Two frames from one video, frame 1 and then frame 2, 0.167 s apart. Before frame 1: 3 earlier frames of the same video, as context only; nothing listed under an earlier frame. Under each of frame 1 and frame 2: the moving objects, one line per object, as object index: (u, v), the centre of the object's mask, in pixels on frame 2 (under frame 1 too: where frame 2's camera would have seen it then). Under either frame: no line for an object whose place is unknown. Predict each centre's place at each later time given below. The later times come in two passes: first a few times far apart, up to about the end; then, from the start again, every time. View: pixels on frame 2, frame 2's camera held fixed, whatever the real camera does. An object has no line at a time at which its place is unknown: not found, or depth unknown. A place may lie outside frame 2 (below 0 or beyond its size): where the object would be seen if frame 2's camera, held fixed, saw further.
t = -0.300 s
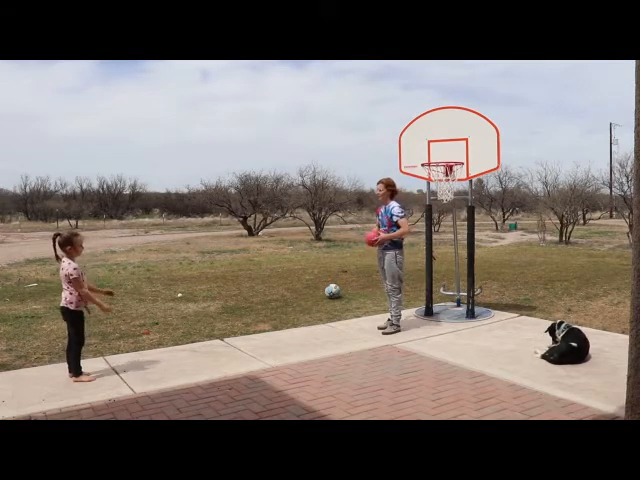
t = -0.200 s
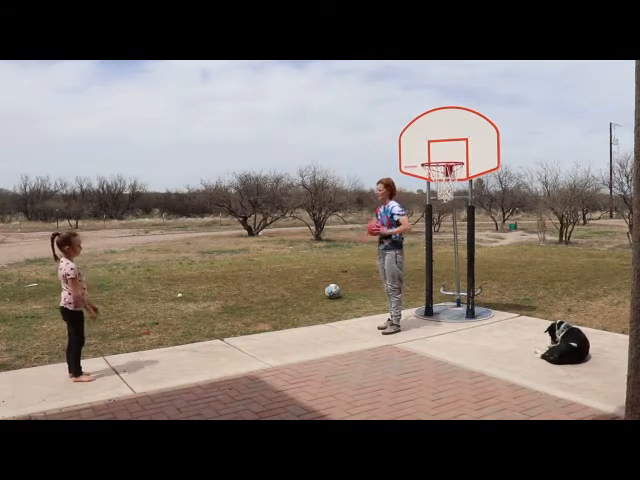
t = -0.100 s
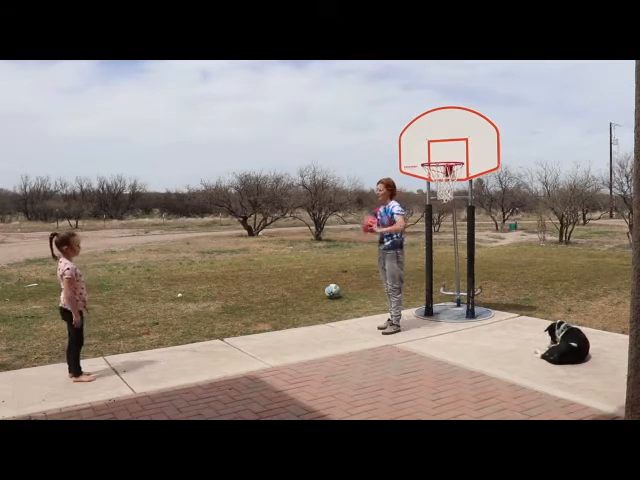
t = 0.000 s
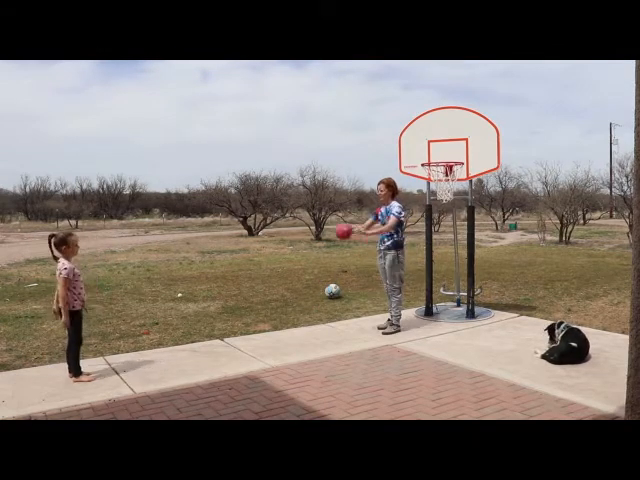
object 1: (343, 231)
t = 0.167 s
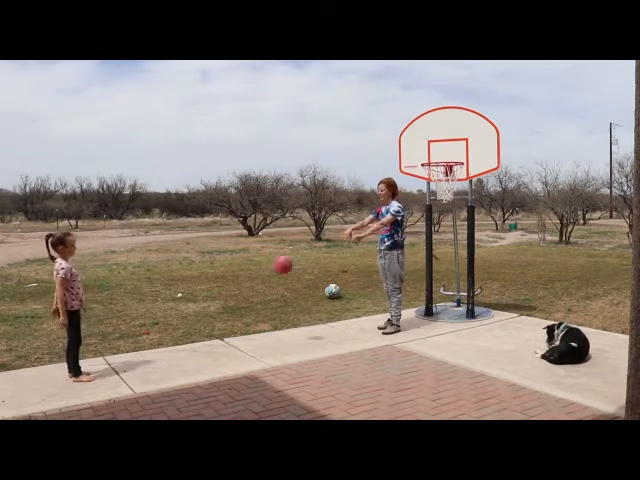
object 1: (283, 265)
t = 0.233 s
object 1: (257, 288)
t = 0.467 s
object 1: (176, 316)
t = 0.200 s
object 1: (271, 275)
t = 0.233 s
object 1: (257, 288)
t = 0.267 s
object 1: (245, 300)
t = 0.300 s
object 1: (231, 315)
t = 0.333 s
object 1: (218, 331)
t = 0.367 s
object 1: (206, 349)
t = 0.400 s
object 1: (196, 338)
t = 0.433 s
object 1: (186, 327)
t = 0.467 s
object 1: (176, 316)
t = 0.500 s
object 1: (166, 307)
